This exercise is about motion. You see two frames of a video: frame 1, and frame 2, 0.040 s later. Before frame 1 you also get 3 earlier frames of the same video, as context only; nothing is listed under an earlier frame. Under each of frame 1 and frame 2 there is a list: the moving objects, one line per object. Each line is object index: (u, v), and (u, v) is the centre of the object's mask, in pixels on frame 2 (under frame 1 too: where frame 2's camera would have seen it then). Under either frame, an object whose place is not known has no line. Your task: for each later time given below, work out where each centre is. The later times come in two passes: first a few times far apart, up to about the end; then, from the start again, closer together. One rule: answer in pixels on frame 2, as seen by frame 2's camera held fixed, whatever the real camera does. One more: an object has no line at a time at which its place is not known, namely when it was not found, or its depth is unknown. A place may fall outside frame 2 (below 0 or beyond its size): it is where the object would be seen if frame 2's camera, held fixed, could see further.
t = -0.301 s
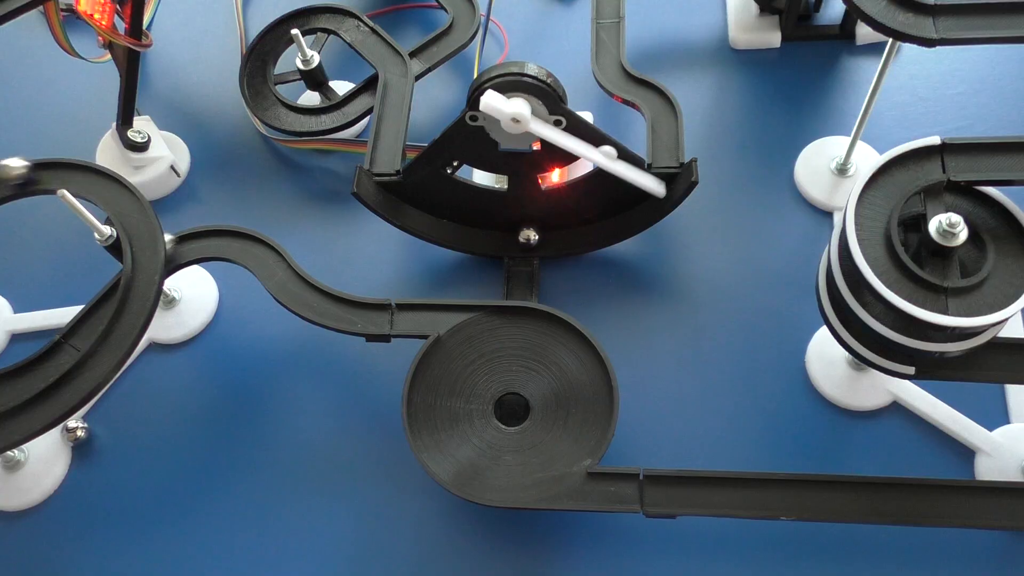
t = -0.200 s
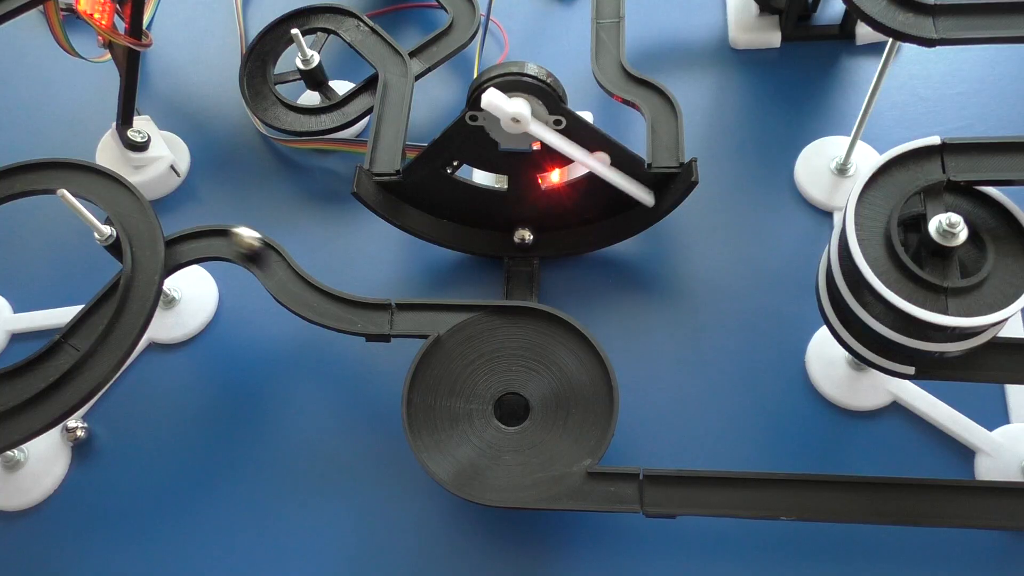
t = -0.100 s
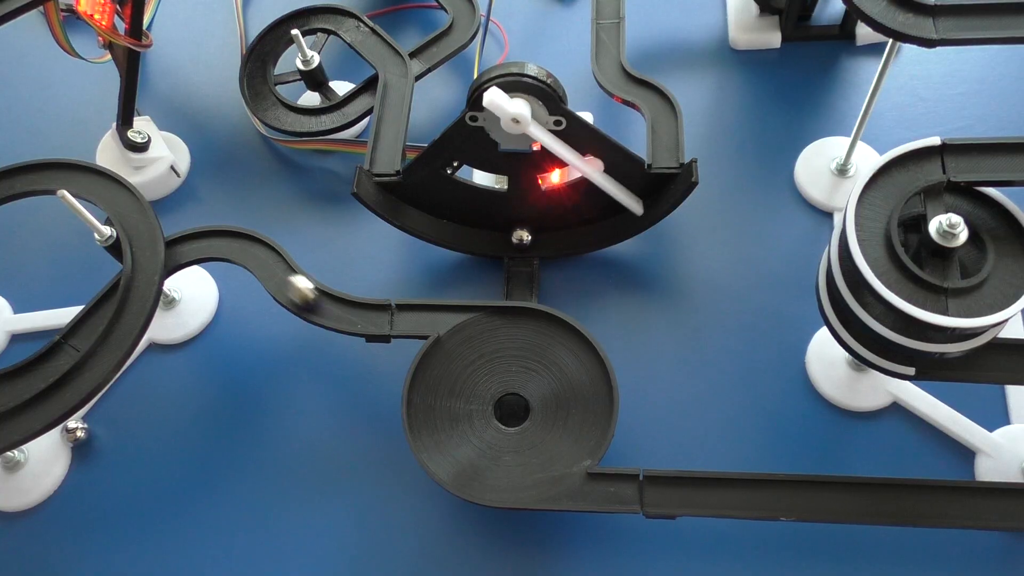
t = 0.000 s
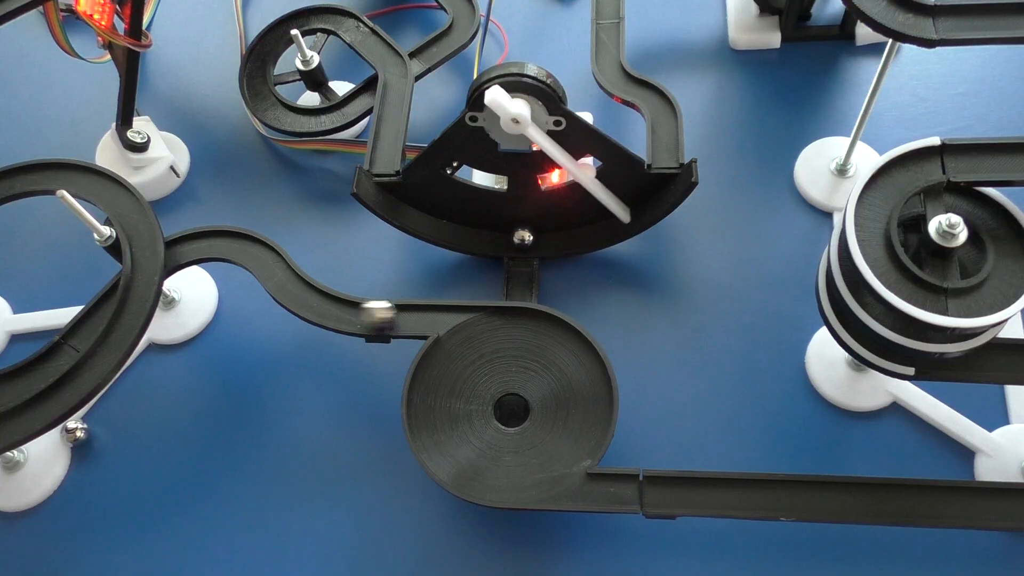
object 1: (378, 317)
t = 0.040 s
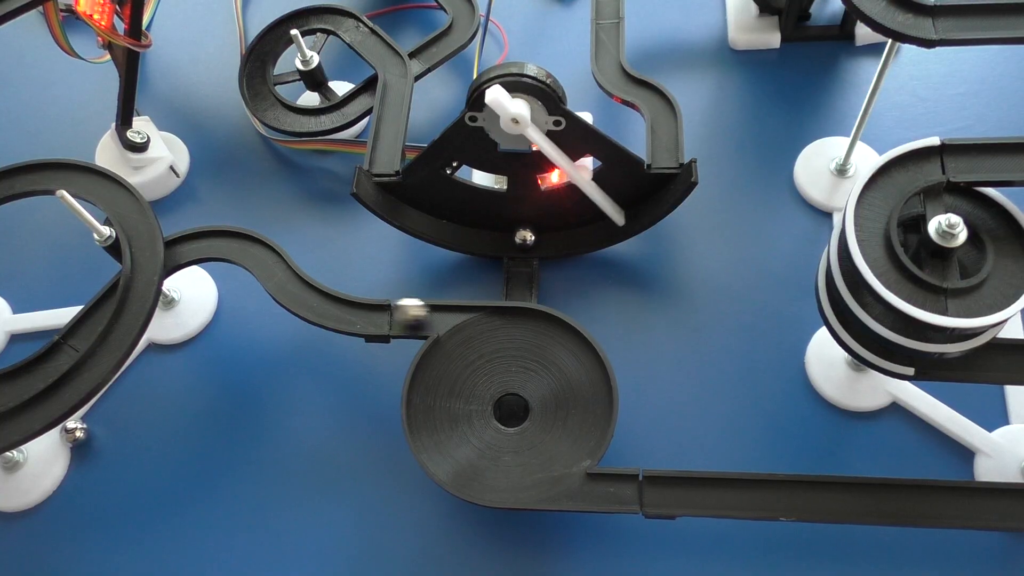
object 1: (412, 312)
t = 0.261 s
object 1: (592, 394)
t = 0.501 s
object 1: (465, 445)
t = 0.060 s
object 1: (428, 314)
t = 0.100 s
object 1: (462, 315)
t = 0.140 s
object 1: (496, 319)
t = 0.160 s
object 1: (514, 327)
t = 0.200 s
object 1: (550, 349)
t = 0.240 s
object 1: (581, 378)
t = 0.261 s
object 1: (592, 394)
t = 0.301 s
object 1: (594, 424)
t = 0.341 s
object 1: (576, 448)
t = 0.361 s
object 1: (563, 458)
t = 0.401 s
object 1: (533, 468)
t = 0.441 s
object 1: (503, 467)
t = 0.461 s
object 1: (488, 463)
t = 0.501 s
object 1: (465, 445)
